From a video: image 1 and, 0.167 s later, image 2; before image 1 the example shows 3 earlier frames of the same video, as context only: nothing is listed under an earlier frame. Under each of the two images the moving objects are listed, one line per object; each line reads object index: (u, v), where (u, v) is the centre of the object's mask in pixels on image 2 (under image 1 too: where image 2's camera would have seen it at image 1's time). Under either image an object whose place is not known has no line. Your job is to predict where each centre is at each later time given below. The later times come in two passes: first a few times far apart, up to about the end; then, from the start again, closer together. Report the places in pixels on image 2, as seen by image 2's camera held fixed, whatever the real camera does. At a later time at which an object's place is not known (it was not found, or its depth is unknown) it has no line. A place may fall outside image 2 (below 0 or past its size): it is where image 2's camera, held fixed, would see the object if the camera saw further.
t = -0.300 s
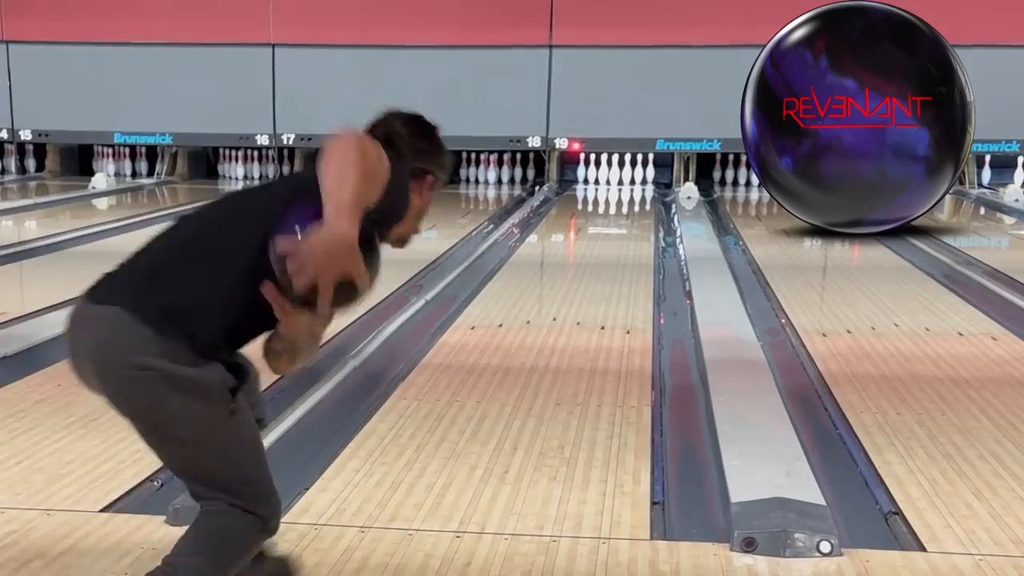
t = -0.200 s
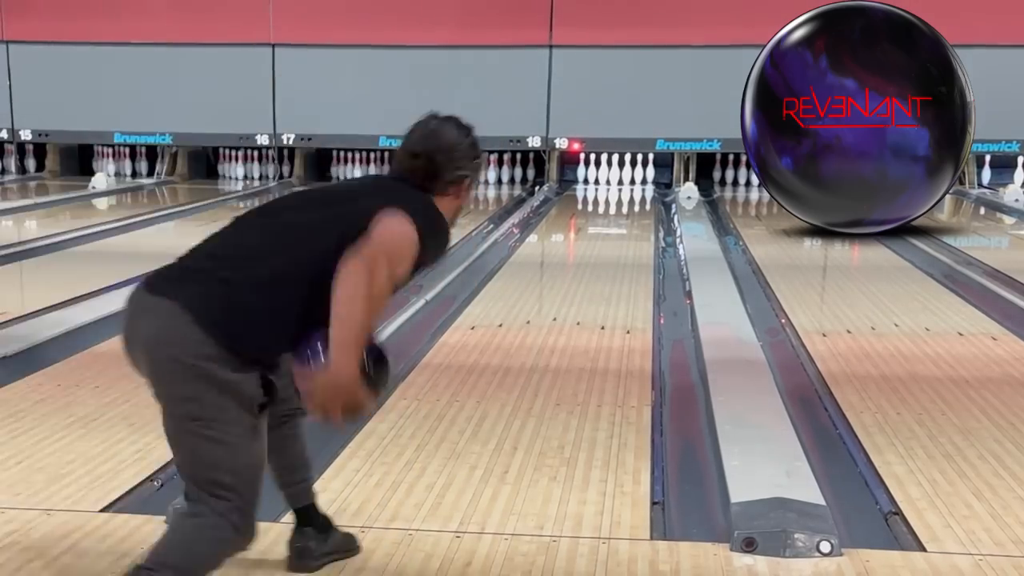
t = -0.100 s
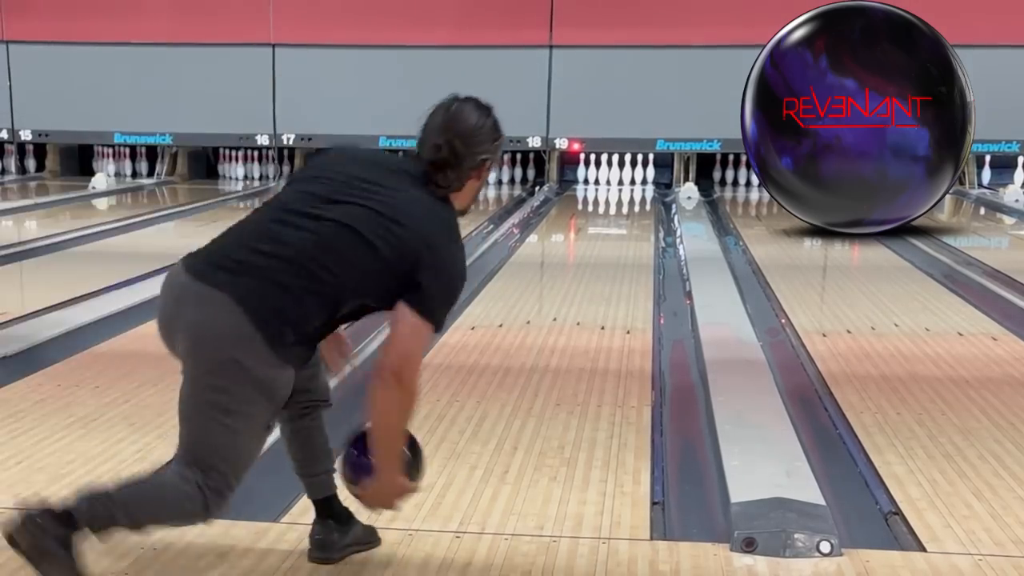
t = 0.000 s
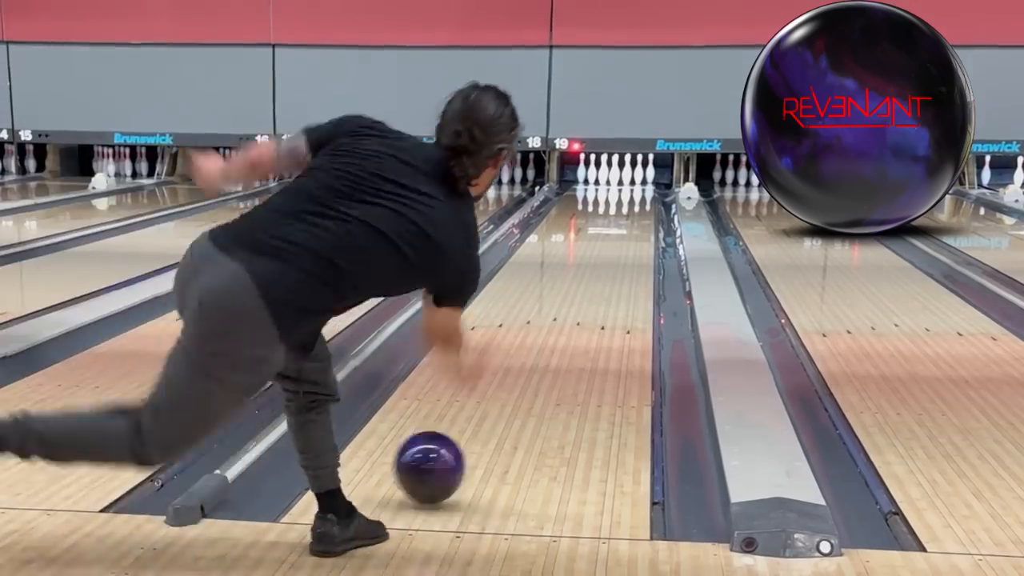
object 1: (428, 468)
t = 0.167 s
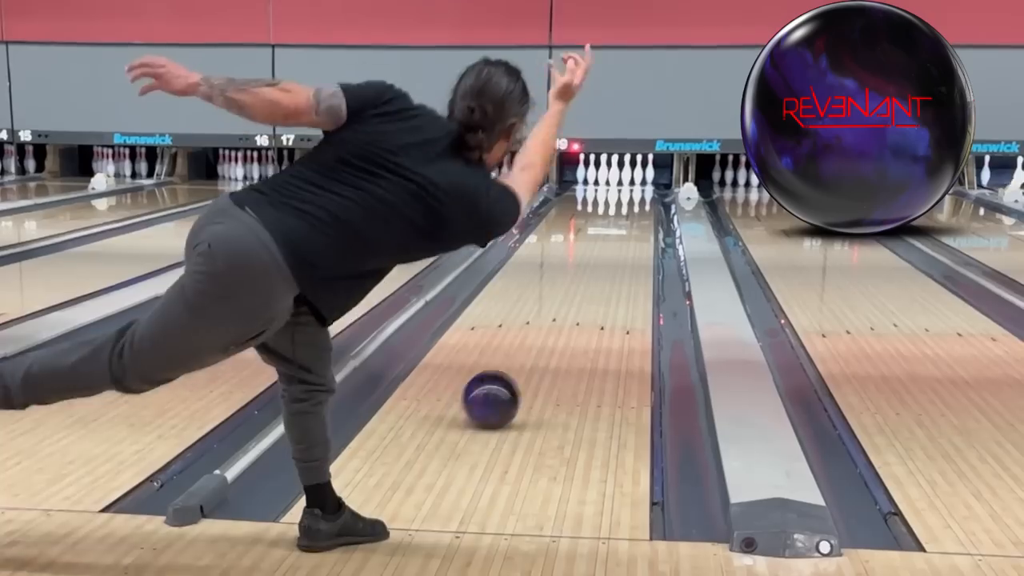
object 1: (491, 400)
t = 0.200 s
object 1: (500, 389)
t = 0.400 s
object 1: (545, 334)
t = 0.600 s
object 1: (575, 297)
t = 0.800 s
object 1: (596, 269)
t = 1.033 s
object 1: (613, 245)
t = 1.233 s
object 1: (624, 230)
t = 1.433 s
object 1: (632, 217)
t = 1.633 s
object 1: (637, 206)
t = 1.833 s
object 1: (637, 197)
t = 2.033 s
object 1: (634, 190)
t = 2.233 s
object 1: (628, 184)
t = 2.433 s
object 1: (618, 179)
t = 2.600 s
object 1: (617, 177)
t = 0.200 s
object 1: (500, 389)
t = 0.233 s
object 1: (509, 378)
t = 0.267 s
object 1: (517, 368)
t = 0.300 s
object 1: (525, 359)
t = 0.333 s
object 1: (532, 350)
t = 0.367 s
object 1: (539, 342)
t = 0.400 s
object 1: (545, 334)
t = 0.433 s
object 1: (551, 327)
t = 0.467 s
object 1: (556, 320)
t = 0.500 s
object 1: (558, 316)
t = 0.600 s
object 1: (575, 297)
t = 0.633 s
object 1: (579, 291)
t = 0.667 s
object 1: (583, 286)
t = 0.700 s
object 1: (586, 282)
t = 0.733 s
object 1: (590, 277)
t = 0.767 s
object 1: (593, 273)
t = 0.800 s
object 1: (596, 269)
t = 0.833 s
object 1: (599, 265)
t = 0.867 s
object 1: (602, 262)
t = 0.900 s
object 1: (604, 258)
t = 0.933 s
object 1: (607, 255)
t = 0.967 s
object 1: (609, 252)
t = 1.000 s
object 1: (611, 248)
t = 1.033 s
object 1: (613, 245)
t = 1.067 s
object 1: (616, 243)
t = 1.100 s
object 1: (617, 240)
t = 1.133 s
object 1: (619, 237)
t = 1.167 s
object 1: (621, 235)
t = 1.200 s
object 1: (622, 232)
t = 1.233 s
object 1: (624, 230)
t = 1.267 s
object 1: (625, 227)
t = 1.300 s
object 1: (627, 225)
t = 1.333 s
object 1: (628, 223)
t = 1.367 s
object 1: (629, 221)
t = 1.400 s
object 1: (630, 219)
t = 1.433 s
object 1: (632, 217)
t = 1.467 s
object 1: (632, 215)
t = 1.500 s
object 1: (633, 213)
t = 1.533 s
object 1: (634, 211)
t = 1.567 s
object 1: (635, 209)
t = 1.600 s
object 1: (636, 208)
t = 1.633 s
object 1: (637, 206)
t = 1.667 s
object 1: (637, 204)
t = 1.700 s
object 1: (637, 203)
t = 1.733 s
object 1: (637, 201)
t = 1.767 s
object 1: (638, 200)
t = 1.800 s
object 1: (637, 199)
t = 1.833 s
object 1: (637, 197)
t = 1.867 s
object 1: (637, 196)
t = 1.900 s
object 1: (637, 195)
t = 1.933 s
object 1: (636, 193)
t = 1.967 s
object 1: (636, 192)
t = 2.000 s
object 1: (635, 191)
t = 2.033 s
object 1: (634, 190)
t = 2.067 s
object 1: (634, 189)
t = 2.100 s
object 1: (632, 188)
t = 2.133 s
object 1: (631, 187)
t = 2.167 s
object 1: (629, 186)
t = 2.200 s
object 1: (629, 185)
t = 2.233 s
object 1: (628, 184)
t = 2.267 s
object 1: (626, 183)
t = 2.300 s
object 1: (625, 182)
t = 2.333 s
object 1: (623, 181)
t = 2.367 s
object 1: (621, 180)
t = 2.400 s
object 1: (620, 179)
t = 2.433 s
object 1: (618, 179)
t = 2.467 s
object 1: (618, 178)
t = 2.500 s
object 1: (618, 178)
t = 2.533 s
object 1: (617, 177)
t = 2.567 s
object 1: (618, 177)
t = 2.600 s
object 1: (617, 177)
